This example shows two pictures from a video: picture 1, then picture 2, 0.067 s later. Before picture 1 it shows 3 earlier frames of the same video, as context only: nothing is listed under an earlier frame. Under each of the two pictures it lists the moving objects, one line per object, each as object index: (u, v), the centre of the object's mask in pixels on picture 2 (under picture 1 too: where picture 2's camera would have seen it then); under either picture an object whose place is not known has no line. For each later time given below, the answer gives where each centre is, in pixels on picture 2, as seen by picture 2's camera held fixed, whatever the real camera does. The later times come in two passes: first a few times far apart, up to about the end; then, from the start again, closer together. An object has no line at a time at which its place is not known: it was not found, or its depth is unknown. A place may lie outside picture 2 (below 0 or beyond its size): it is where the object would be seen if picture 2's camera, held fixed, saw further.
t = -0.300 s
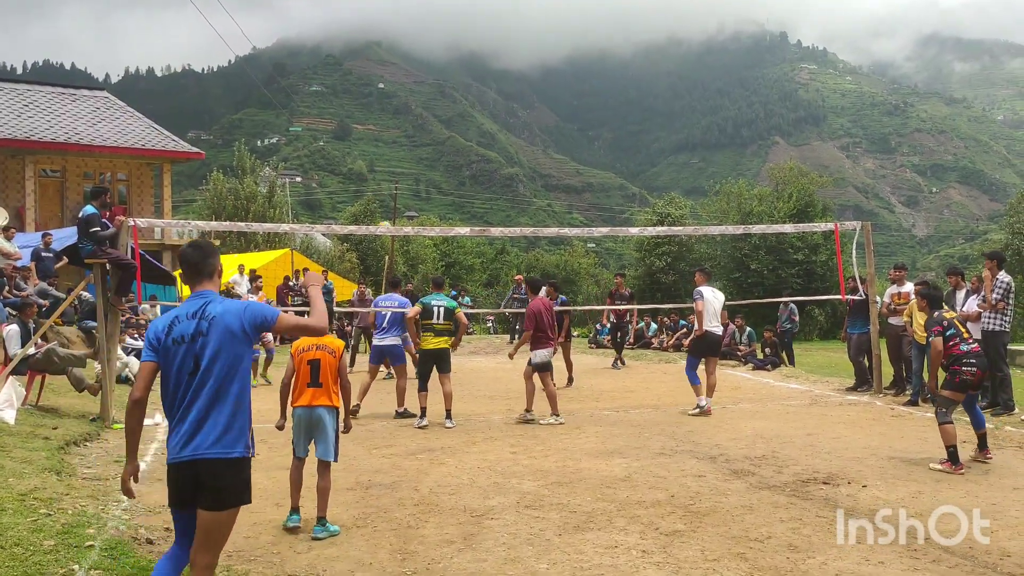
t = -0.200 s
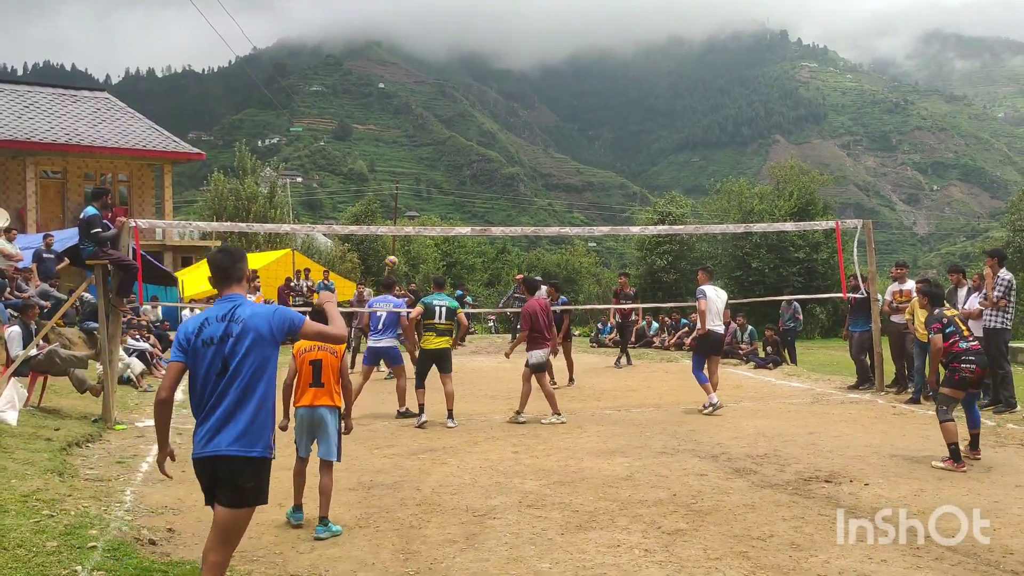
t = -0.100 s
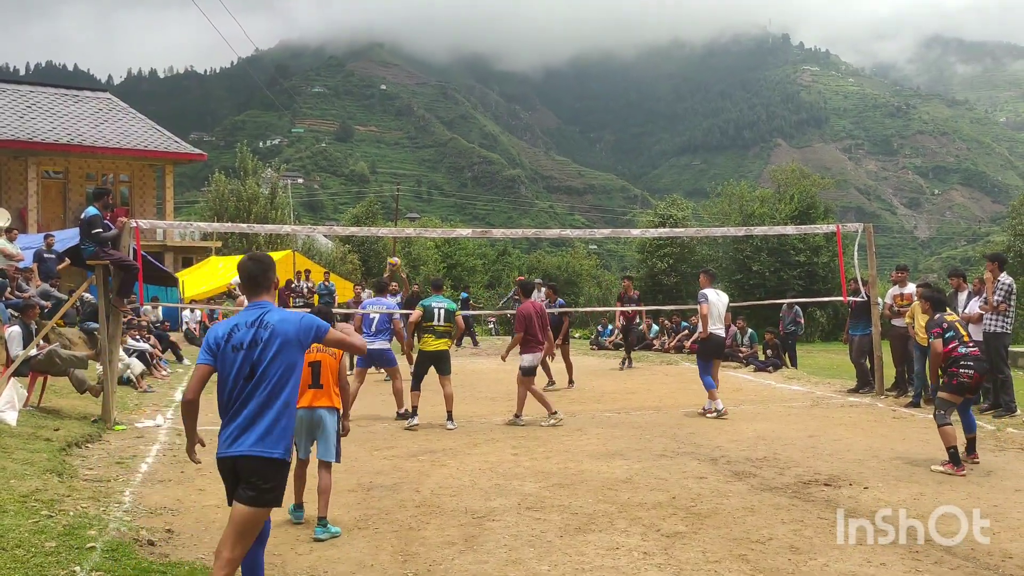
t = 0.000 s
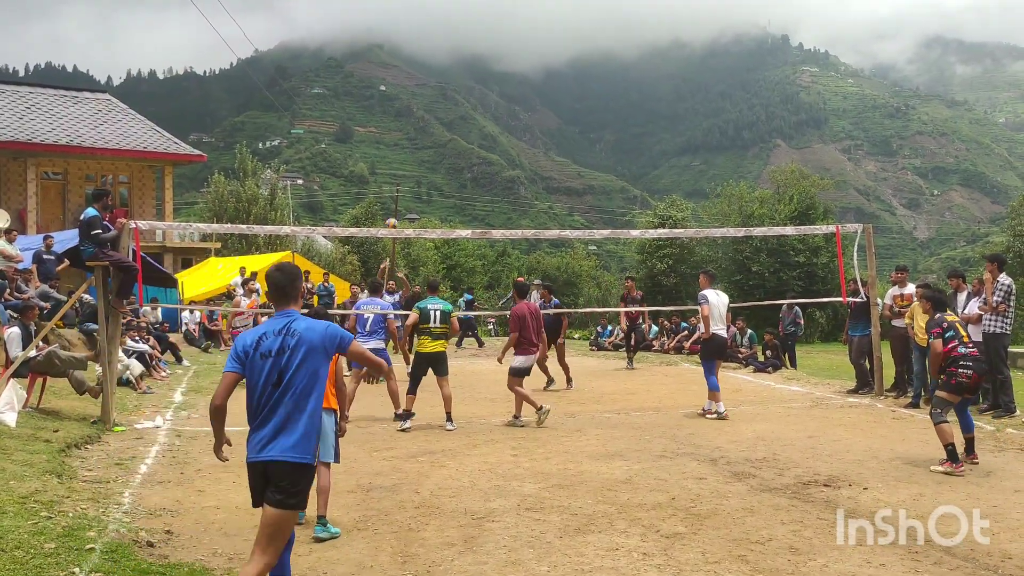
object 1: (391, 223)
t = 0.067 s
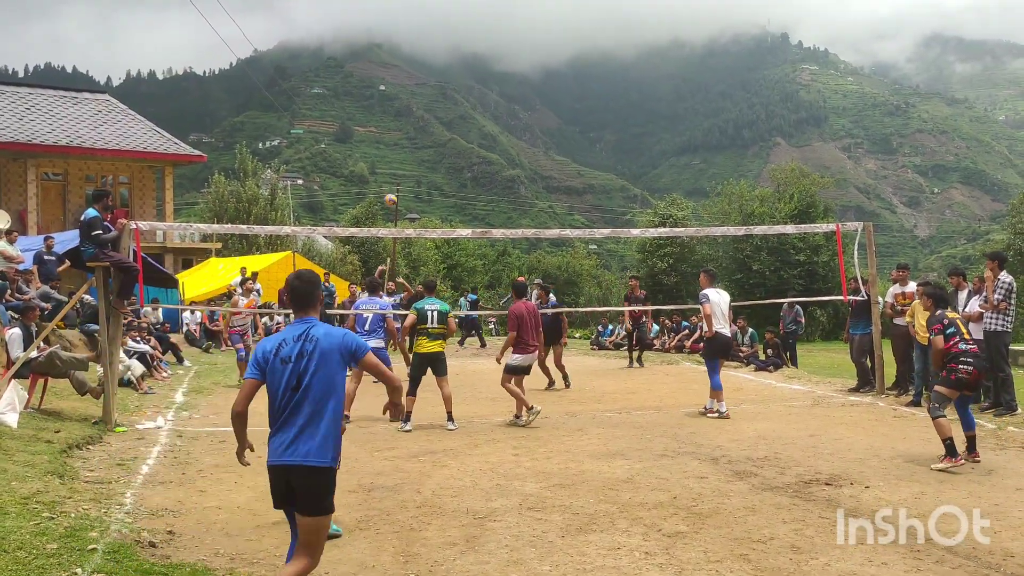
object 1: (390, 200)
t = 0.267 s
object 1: (386, 143)
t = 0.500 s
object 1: (382, 103)
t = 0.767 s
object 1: (377, 98)
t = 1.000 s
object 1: (373, 134)
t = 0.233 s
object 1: (387, 151)
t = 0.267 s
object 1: (386, 143)
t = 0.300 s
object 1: (386, 135)
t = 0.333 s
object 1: (385, 128)
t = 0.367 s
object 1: (385, 122)
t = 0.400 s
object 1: (384, 116)
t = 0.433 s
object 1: (383, 111)
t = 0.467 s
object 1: (383, 107)
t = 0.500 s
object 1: (382, 103)
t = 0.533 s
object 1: (382, 100)
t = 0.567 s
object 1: (381, 97)
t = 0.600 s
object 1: (380, 96)
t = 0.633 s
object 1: (379, 95)
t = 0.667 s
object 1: (379, 94)
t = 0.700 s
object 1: (378, 95)
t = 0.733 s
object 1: (377, 96)
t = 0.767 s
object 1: (377, 98)
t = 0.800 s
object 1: (376, 100)
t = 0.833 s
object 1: (375, 104)
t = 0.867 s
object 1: (375, 108)
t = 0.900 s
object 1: (374, 113)
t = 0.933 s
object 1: (374, 119)
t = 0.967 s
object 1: (374, 126)
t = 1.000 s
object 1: (373, 134)
